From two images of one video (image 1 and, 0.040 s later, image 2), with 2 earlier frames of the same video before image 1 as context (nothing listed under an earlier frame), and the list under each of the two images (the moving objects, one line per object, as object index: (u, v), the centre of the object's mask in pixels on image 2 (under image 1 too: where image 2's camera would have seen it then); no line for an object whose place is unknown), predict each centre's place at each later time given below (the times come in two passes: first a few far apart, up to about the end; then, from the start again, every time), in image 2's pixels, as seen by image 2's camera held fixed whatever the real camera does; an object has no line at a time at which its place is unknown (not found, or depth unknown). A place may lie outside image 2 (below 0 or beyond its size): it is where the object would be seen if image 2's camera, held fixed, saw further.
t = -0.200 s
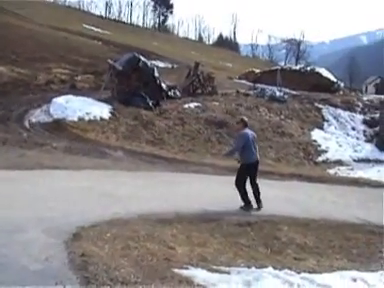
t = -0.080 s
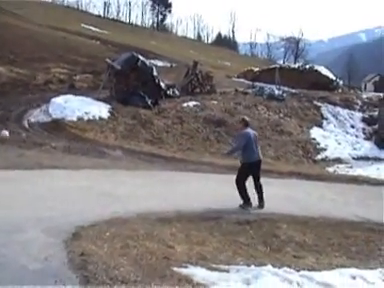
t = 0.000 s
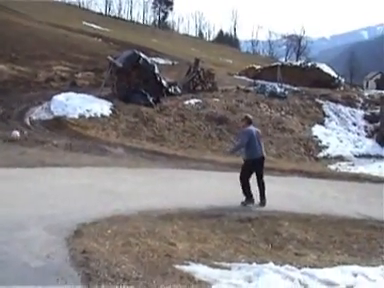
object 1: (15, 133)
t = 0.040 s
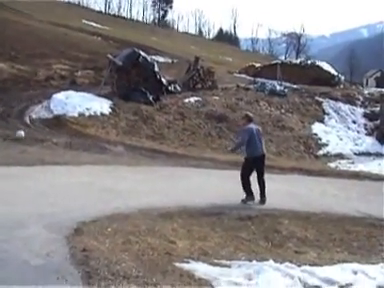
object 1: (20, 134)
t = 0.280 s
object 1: (49, 141)
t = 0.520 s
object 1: (79, 146)
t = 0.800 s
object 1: (116, 152)
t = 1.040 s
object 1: (152, 160)
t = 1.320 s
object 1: (193, 164)
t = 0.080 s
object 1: (24, 135)
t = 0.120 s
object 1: (28, 136)
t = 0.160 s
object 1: (34, 138)
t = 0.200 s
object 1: (38, 138)
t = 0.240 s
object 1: (44, 139)
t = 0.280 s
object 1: (49, 141)
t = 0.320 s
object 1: (53, 141)
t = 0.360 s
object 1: (59, 142)
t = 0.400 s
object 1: (63, 144)
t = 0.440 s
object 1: (69, 145)
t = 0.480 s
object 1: (74, 146)
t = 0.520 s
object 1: (79, 146)
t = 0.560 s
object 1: (84, 147)
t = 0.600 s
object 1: (90, 148)
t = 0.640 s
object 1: (95, 149)
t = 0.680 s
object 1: (100, 150)
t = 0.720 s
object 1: (106, 151)
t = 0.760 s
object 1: (111, 151)
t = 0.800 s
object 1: (116, 152)
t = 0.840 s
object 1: (122, 154)
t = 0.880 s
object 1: (129, 155)
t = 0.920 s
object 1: (135, 156)
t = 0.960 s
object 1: (141, 157)
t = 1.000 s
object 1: (146, 159)
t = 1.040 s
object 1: (152, 160)
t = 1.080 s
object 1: (158, 160)
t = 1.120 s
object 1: (164, 160)
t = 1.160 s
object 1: (170, 160)
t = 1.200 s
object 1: (176, 160)
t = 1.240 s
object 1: (181, 161)
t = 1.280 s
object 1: (187, 163)
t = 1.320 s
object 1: (193, 164)
